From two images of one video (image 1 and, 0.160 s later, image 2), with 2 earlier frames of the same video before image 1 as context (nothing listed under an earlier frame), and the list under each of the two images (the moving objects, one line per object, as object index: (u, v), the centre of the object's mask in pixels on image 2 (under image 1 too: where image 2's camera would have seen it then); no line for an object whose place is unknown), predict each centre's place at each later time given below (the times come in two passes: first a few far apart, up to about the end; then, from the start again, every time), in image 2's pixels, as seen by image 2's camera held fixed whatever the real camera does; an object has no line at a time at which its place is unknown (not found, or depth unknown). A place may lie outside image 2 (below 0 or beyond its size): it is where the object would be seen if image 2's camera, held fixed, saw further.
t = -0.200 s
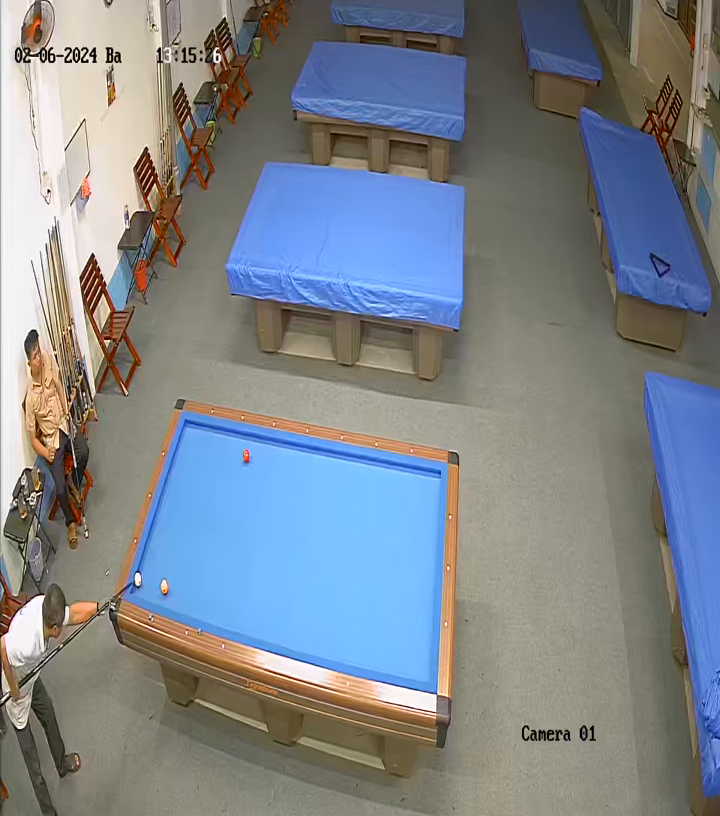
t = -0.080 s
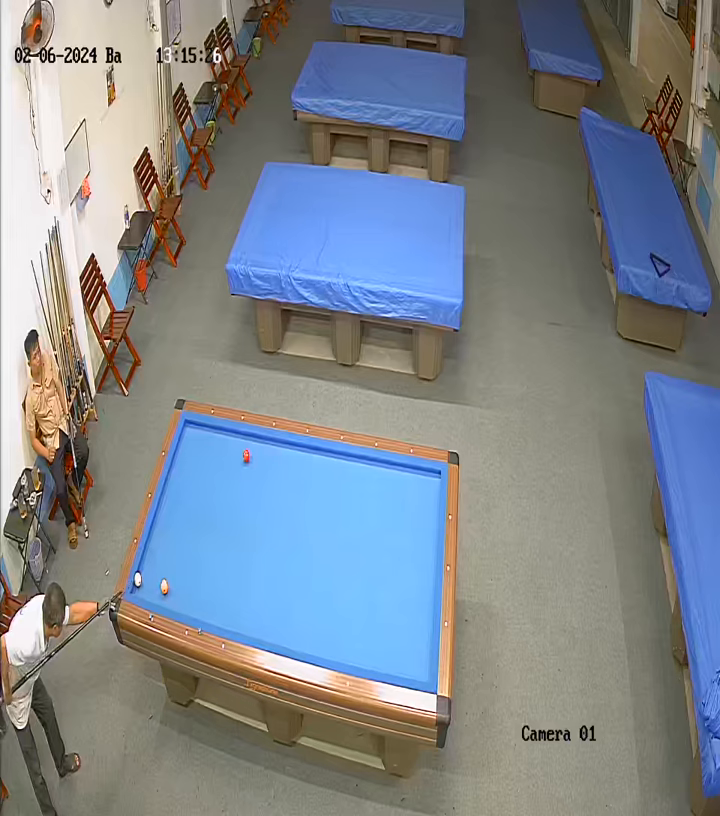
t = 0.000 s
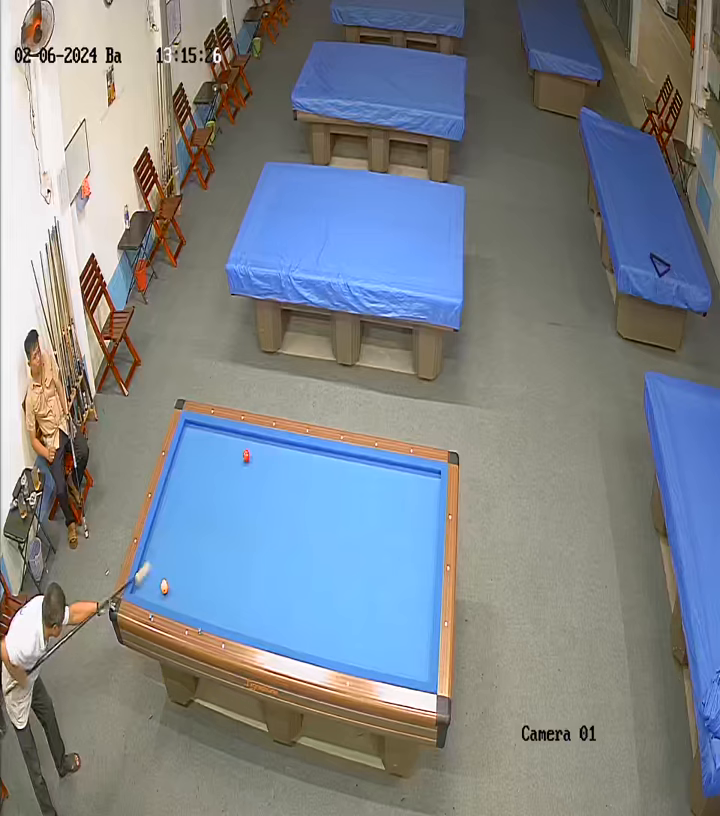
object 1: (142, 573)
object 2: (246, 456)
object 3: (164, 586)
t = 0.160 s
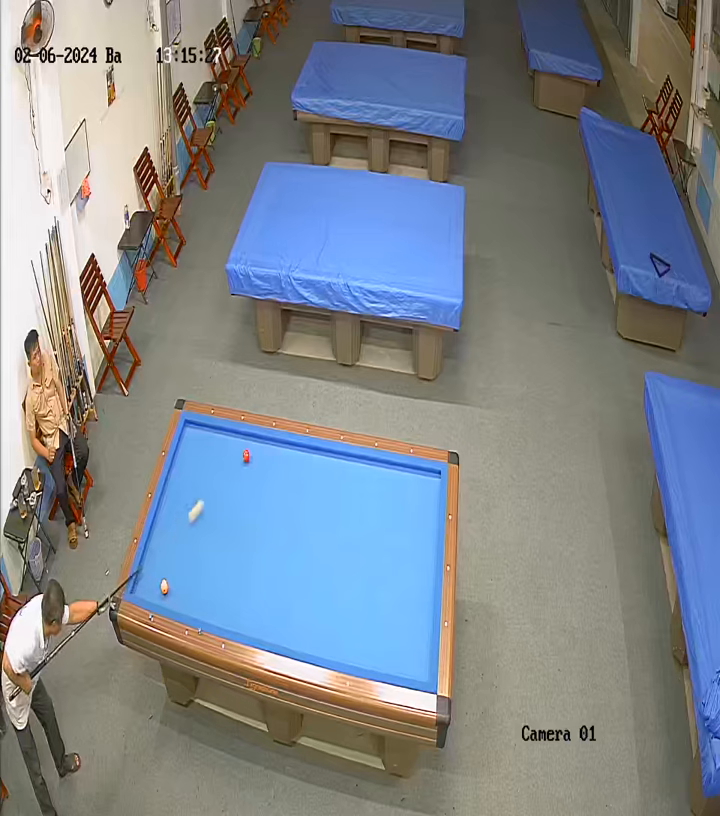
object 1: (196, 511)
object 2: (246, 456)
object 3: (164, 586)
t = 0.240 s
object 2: (246, 456)
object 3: (164, 586)
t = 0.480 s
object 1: (233, 439)
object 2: (284, 457)
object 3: (164, 586)
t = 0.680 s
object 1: (213, 463)
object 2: (310, 495)
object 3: (164, 586)
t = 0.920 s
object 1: (197, 481)
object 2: (339, 536)
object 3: (164, 586)
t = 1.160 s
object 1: (185, 496)
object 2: (369, 579)
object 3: (164, 586)
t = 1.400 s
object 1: (172, 510)
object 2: (402, 625)
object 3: (164, 586)
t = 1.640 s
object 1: (160, 525)
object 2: (420, 670)
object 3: (164, 586)
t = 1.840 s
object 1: (150, 537)
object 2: (400, 652)
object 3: (165, 586)
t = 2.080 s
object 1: (147, 559)
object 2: (381, 624)
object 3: (164, 586)
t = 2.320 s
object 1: (145, 581)
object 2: (363, 598)
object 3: (164, 586)
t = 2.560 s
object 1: (147, 590)
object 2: (346, 572)
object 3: (164, 586)
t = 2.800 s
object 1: (157, 582)
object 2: (331, 548)
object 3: (165, 586)
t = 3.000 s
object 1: (164, 572)
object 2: (318, 530)
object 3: (165, 587)
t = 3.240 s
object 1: (171, 562)
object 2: (304, 509)
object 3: (166, 590)
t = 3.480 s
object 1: (178, 551)
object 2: (291, 488)
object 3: (167, 591)
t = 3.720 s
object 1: (185, 542)
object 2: (279, 470)
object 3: (168, 592)
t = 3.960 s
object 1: (192, 532)
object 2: (267, 452)
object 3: (169, 593)
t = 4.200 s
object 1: (198, 523)
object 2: (256, 441)
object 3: (170, 594)
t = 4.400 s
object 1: (203, 516)
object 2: (247, 446)
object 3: (170, 595)
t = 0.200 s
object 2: (246, 456)
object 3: (164, 586)
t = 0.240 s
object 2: (246, 456)
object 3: (164, 586)
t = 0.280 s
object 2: (246, 456)
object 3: (164, 586)
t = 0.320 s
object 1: (239, 457)
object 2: (249, 454)
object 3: (164, 586)
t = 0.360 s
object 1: (238, 449)
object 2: (261, 448)
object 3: (164, 586)
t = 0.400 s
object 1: (238, 442)
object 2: (273, 443)
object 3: (164, 586)
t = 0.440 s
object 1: (237, 435)
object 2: (279, 448)
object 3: (164, 586)
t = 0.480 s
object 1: (233, 439)
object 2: (284, 457)
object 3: (164, 586)
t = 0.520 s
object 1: (229, 445)
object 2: (290, 465)
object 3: (164, 586)
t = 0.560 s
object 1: (224, 449)
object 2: (295, 473)
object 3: (164, 586)
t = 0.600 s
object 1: (220, 454)
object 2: (300, 480)
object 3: (164, 586)
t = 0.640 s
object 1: (217, 458)
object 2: (305, 488)
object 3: (164, 586)
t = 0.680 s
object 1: (213, 463)
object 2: (310, 495)
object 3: (164, 586)
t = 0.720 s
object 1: (209, 467)
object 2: (315, 502)
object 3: (164, 586)
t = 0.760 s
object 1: (206, 470)
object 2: (320, 509)
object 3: (164, 586)
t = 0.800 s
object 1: (204, 473)
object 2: (325, 516)
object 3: (164, 586)
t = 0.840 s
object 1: (201, 476)
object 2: (329, 522)
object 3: (164, 586)
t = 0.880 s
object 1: (199, 479)
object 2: (334, 529)
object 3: (164, 586)
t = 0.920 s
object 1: (197, 481)
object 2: (339, 536)
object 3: (164, 586)
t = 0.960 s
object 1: (195, 484)
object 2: (344, 543)
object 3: (164, 586)
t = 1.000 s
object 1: (193, 486)
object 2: (349, 550)
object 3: (164, 586)
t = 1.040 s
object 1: (191, 489)
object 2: (354, 557)
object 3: (164, 586)
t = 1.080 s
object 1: (189, 491)
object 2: (359, 564)
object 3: (164, 586)
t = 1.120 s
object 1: (187, 493)
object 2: (364, 571)
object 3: (164, 586)
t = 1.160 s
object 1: (185, 496)
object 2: (369, 579)
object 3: (164, 586)
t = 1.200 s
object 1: (183, 499)
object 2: (375, 586)
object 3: (164, 586)
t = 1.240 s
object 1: (180, 501)
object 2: (380, 594)
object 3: (164, 586)
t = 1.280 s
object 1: (178, 503)
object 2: (386, 601)
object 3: (164, 586)
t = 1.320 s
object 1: (176, 506)
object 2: (391, 609)
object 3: (164, 586)
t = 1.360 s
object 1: (174, 508)
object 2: (397, 617)
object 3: (164, 586)
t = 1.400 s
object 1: (172, 510)
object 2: (402, 625)
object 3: (164, 586)
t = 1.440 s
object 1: (170, 513)
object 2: (408, 633)
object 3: (164, 586)
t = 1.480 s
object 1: (168, 515)
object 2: (414, 641)
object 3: (164, 586)
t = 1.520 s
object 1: (166, 518)
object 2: (420, 649)
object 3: (164, 586)
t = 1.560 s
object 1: (164, 520)
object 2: (425, 657)
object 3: (164, 586)
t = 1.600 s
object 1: (162, 523)
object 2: (425, 664)
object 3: (164, 586)
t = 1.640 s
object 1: (160, 525)
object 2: (420, 670)
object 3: (164, 586)
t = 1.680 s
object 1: (158, 528)
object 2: (415, 673)
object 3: (164, 586)
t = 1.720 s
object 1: (156, 530)
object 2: (411, 669)
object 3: (164, 586)
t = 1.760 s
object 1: (154, 532)
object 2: (407, 664)
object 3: (164, 586)
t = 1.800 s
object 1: (152, 535)
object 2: (403, 657)
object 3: (164, 586)
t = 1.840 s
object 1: (150, 537)
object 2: (400, 652)
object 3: (165, 586)
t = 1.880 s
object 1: (149, 540)
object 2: (396, 648)
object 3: (164, 586)
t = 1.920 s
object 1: (149, 544)
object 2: (393, 643)
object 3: (164, 586)
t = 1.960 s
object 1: (149, 548)
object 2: (390, 639)
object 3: (164, 586)
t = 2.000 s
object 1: (148, 551)
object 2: (387, 634)
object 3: (164, 586)
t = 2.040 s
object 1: (148, 555)
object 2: (384, 629)
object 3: (164, 586)
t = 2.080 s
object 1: (147, 559)
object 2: (381, 624)
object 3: (164, 586)
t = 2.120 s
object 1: (147, 563)
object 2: (378, 620)
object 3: (164, 586)
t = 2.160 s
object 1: (146, 566)
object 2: (375, 615)
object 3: (164, 586)
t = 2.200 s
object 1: (146, 570)
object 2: (372, 611)
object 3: (164, 586)
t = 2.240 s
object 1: (145, 573)
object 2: (369, 606)
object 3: (164, 586)
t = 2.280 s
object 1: (145, 577)
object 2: (366, 602)
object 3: (164, 586)
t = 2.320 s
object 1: (145, 581)
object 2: (363, 598)
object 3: (164, 586)
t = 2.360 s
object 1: (144, 584)
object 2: (360, 593)
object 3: (164, 586)
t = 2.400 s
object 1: (143, 588)
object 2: (357, 589)
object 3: (164, 586)
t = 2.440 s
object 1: (143, 591)
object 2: (354, 584)
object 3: (164, 586)
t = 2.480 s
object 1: (143, 593)
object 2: (352, 580)
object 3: (164, 586)
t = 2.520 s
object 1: (145, 592)
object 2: (349, 576)
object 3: (164, 586)
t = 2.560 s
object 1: (147, 590)
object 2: (346, 572)
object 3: (164, 586)
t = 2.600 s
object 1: (149, 589)
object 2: (344, 568)
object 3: (164, 586)
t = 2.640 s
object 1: (151, 587)
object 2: (341, 564)
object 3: (164, 586)
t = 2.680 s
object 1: (152, 586)
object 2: (338, 560)
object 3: (164, 586)
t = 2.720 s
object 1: (154, 584)
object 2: (336, 556)
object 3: (164, 586)
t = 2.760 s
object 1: (155, 583)
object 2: (333, 552)
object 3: (165, 586)
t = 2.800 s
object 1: (157, 582)
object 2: (331, 548)
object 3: (165, 586)
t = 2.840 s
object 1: (158, 580)
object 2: (328, 545)
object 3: (164, 586)
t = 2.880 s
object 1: (160, 577)
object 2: (326, 541)
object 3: (165, 586)
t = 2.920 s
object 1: (161, 575)
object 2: (323, 537)
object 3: (164, 587)
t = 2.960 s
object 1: (163, 574)
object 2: (321, 534)
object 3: (165, 587)
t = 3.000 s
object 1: (164, 572)
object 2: (318, 530)
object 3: (165, 587)
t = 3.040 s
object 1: (165, 571)
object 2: (316, 526)
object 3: (165, 587)
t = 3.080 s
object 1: (167, 569)
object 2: (313, 523)
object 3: (165, 588)
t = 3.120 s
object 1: (168, 567)
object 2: (311, 519)
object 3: (166, 588)
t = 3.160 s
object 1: (169, 565)
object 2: (309, 516)
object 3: (166, 589)
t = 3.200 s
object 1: (170, 564)
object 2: (307, 512)
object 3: (166, 589)
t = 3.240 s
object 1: (171, 562)
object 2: (304, 509)
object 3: (166, 590)
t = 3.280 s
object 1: (173, 560)
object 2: (302, 505)
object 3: (166, 590)
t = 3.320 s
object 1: (174, 558)
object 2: (300, 502)
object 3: (167, 590)
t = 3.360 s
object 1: (175, 556)
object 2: (298, 498)
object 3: (167, 590)
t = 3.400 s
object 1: (176, 555)
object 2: (295, 495)
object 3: (167, 590)
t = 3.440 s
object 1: (177, 553)
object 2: (293, 491)
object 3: (167, 591)
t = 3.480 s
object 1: (178, 551)
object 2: (291, 488)
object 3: (167, 591)
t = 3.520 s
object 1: (180, 550)
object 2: (289, 485)
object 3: (168, 591)
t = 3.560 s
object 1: (181, 548)
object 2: (287, 482)
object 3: (168, 592)
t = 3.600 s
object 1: (182, 546)
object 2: (285, 479)
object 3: (168, 592)
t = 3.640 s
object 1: (183, 545)
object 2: (283, 476)
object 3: (168, 592)
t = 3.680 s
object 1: (184, 543)
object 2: (281, 473)
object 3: (168, 592)
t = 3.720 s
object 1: (185, 542)
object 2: (279, 470)
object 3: (168, 592)
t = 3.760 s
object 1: (186, 540)
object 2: (277, 467)
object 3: (169, 593)
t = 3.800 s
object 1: (188, 538)
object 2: (275, 463)
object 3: (169, 593)
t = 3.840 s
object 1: (189, 537)
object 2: (273, 460)
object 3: (169, 593)
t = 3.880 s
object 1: (190, 535)
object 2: (271, 457)
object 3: (169, 593)
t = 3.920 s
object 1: (191, 534)
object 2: (269, 454)
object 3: (169, 593)
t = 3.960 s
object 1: (192, 532)
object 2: (267, 452)
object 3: (169, 593)
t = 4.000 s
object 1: (193, 530)
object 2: (266, 448)
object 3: (169, 593)
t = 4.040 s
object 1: (194, 529)
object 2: (264, 446)
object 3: (170, 594)
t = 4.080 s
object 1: (195, 527)
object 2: (262, 443)
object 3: (170, 594)
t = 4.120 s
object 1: (196, 526)
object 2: (260, 440)
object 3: (170, 594)
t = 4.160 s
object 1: (197, 524)
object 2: (259, 440)
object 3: (170, 594)
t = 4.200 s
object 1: (198, 523)
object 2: (256, 441)
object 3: (170, 594)
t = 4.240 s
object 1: (199, 521)
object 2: (254, 442)
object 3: (170, 595)
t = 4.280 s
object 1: (200, 520)
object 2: (252, 443)
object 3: (170, 595)
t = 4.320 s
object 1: (201, 519)
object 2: (250, 444)
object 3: (170, 595)
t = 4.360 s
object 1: (202, 517)
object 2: (248, 445)
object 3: (170, 595)
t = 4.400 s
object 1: (203, 516)
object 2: (247, 446)
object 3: (170, 595)
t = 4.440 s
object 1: (204, 514)
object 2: (245, 446)
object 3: (170, 595)
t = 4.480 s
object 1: (205, 513)
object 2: (243, 447)
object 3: (170, 595)
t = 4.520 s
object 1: (206, 511)
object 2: (241, 449)
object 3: (170, 595)
